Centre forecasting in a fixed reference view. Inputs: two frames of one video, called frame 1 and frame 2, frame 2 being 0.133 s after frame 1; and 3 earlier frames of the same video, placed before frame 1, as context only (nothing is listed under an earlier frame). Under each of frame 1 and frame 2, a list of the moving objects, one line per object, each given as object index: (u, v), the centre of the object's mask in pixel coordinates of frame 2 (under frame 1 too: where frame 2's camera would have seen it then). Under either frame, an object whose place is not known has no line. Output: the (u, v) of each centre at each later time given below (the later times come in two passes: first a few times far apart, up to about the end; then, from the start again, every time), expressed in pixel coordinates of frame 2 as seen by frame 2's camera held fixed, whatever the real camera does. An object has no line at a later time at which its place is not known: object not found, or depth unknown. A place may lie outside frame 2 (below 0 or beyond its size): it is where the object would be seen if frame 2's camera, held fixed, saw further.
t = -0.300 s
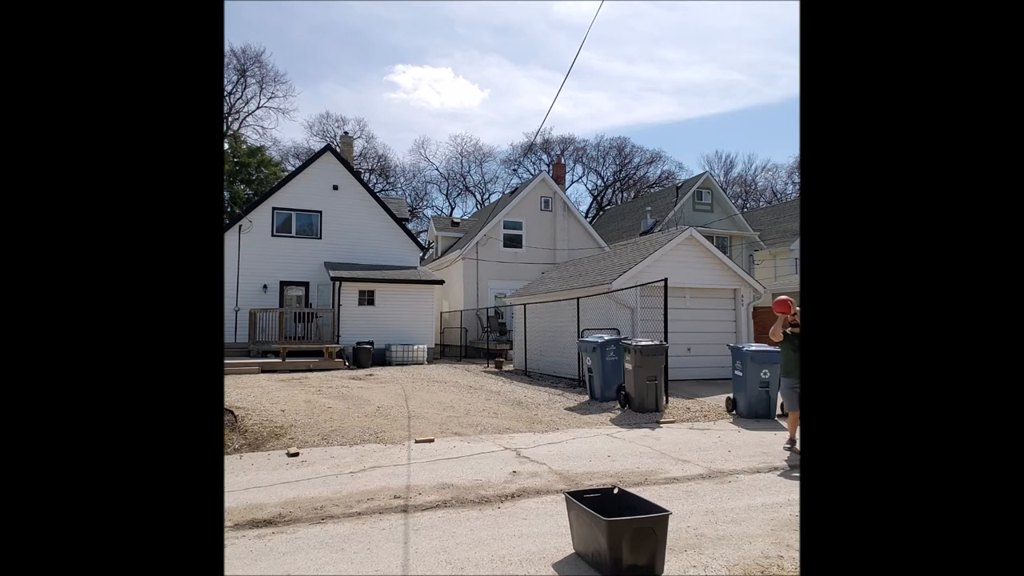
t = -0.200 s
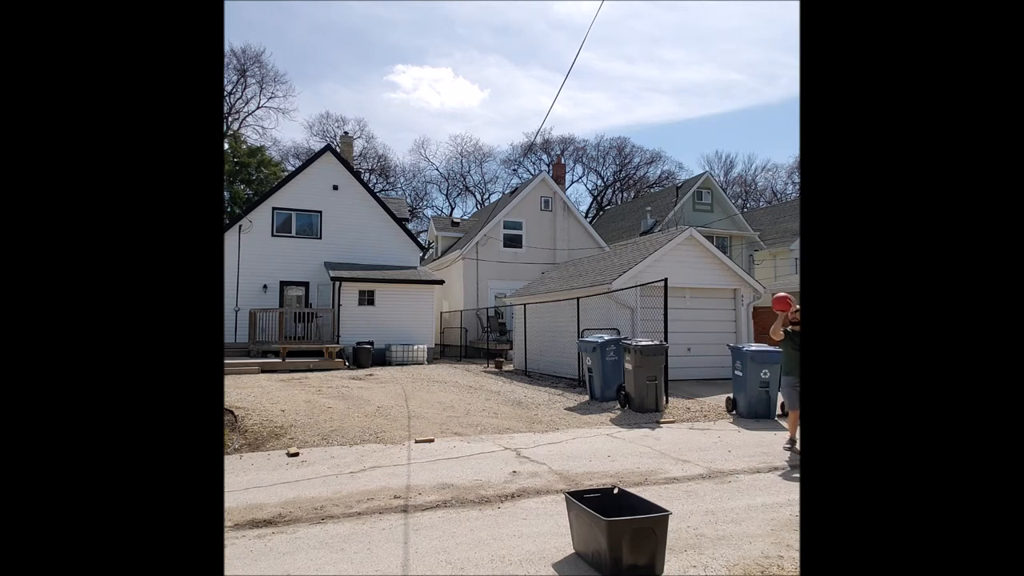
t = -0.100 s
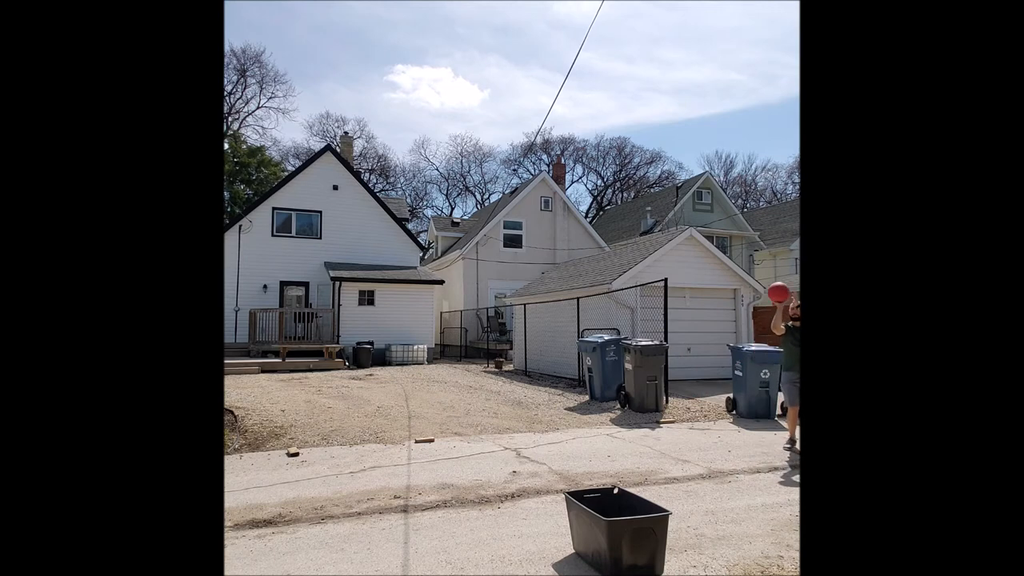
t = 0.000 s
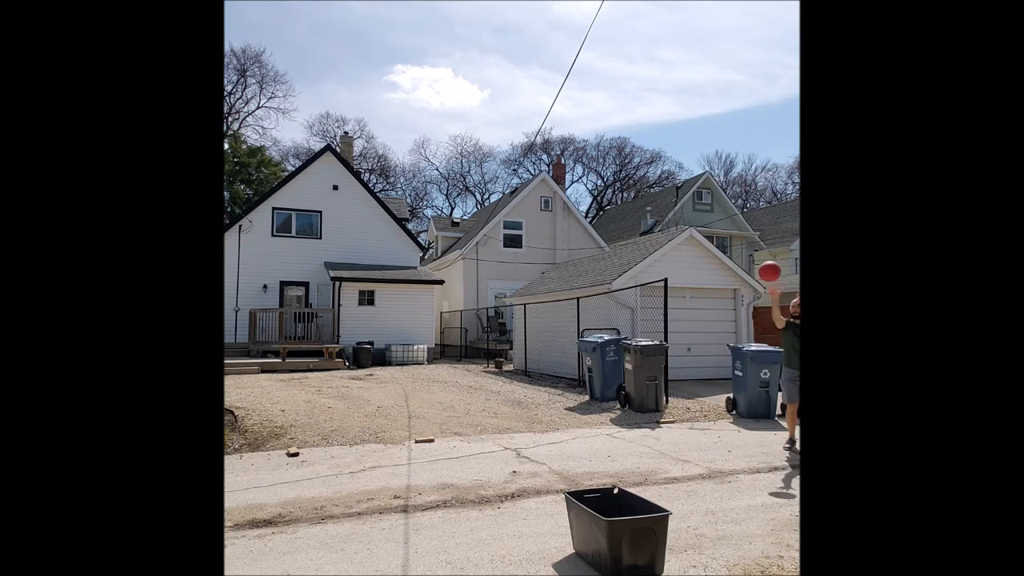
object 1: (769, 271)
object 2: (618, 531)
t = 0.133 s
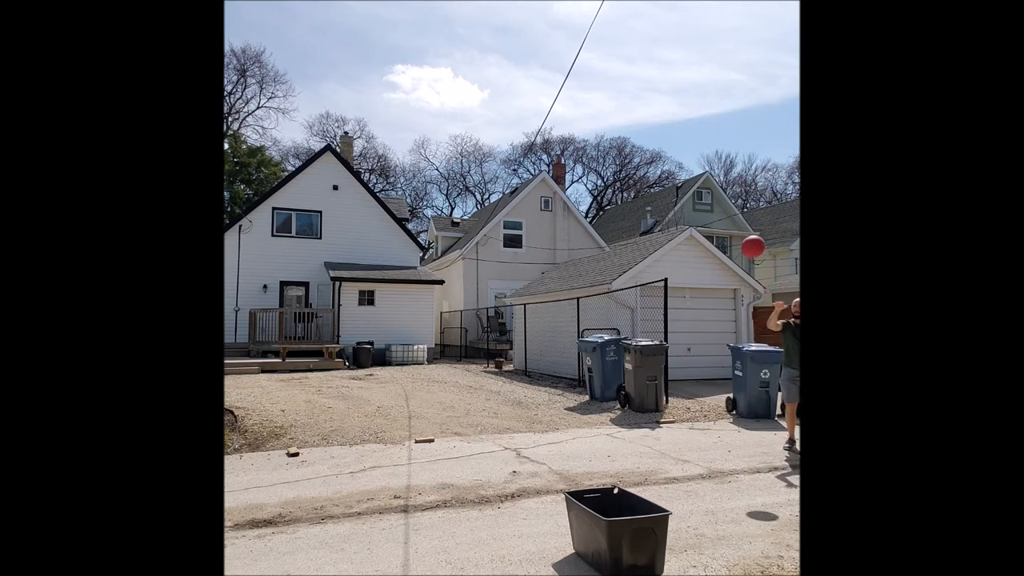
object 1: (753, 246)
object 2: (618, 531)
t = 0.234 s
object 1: (738, 237)
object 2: (618, 531)
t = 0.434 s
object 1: (705, 249)
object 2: (618, 531)
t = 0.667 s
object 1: (653, 336)
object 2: (618, 531)
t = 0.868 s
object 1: (593, 505)
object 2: (617, 531)
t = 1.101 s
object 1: (585, 498)
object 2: (597, 523)
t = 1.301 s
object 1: (530, 516)
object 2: (601, 524)
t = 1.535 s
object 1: (491, 526)
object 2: (605, 530)
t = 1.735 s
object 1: (482, 522)
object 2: (606, 530)
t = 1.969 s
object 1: (467, 534)
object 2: (606, 530)
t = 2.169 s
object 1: (451, 532)
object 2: (606, 530)
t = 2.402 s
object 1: (436, 532)
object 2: (606, 531)
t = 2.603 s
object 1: (426, 545)
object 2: (606, 530)
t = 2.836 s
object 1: (413, 530)
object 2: (606, 530)
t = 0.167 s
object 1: (748, 243)
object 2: (618, 531)
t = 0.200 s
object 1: (743, 240)
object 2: (618, 531)
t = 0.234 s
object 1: (738, 237)
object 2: (618, 531)
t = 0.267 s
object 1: (733, 236)
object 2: (618, 531)
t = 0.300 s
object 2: (618, 531)
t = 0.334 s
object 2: (618, 531)
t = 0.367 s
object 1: (717, 240)
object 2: (618, 531)
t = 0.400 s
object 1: (711, 244)
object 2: (618, 531)
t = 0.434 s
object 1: (705, 249)
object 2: (618, 531)
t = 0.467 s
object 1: (698, 256)
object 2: (618, 531)
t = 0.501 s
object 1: (692, 265)
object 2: (618, 531)
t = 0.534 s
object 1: (685, 275)
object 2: (618, 531)
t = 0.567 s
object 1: (677, 287)
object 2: (618, 531)
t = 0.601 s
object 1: (670, 301)
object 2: (618, 531)
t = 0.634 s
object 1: (662, 317)
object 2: (618, 531)
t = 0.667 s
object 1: (653, 336)
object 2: (618, 531)
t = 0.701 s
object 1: (644, 357)
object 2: (618, 531)
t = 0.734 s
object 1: (635, 382)
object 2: (618, 531)
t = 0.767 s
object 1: (625, 409)
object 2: (618, 531)
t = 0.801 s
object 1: (614, 440)
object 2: (618, 531)
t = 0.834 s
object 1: (603, 475)
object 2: (618, 532)
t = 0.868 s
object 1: (593, 505)
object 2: (617, 531)
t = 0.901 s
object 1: (589, 520)
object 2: (609, 528)
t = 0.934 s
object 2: (601, 526)
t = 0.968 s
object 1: (598, 515)
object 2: (596, 524)
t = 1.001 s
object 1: (602, 504)
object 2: (594, 521)
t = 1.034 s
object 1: (598, 502)
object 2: (595, 521)
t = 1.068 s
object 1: (593, 501)
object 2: (596, 522)
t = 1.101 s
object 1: (585, 498)
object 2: (597, 523)
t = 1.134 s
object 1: (576, 496)
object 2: (606, 530)
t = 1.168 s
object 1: (567, 497)
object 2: (606, 529)
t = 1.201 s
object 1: (558, 498)
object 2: (604, 526)
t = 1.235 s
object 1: (549, 502)
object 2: (604, 525)
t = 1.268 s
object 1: (539, 508)
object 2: (603, 524)
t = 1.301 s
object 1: (530, 516)
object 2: (601, 524)
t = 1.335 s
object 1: (521, 527)
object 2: (599, 524)
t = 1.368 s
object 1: (511, 539)
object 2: (600, 525)
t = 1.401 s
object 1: (502, 553)
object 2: (601, 526)
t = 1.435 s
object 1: (496, 556)
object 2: (602, 528)
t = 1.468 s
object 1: (495, 545)
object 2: (603, 530)
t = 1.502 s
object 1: (493, 535)
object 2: (604, 531)
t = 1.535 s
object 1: (491, 526)
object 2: (605, 530)
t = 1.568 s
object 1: (490, 521)
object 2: (606, 530)
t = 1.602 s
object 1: (488, 517)
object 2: (606, 531)
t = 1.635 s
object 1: (487, 515)
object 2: (606, 530)
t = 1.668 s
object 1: (485, 516)
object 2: (606, 530)
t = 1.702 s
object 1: (484, 518)
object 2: (606, 531)
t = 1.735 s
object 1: (482, 522)
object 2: (606, 530)
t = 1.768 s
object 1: (480, 529)
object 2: (606, 531)
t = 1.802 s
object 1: (478, 538)
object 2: (606, 530)
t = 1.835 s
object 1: (477, 550)
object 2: (606, 530)
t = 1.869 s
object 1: (475, 559)
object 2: (606, 530)
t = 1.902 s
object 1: (472, 551)
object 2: (606, 530)
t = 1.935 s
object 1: (470, 542)
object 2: (606, 530)
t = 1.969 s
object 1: (467, 534)
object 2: (606, 530)
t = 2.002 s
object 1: (464, 528)
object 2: (606, 530)
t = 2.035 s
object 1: (462, 524)
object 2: (606, 530)
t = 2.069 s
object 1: (459, 523)
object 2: (606, 530)
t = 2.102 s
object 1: (456, 524)
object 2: (606, 530)
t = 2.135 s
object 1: (454, 527)
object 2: (606, 530)
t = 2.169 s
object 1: (451, 532)
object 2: (606, 530)
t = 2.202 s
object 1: (448, 539)
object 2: (606, 530)
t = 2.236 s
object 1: (445, 548)
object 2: (606, 530)
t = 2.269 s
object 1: (443, 557)
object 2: (606, 530)
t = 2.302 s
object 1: (441, 553)
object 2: (606, 530)
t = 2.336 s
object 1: (439, 543)
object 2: (606, 530)
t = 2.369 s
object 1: (438, 536)
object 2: (606, 531)
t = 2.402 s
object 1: (436, 532)
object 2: (606, 531)
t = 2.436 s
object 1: (434, 528)
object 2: (606, 530)
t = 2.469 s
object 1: (433, 528)
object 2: (606, 530)
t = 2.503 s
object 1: (431, 529)
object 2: (606, 530)
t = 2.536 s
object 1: (429, 533)
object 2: (606, 530)
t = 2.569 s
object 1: (428, 538)
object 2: (606, 531)
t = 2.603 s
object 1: (426, 545)
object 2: (606, 530)
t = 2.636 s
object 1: (424, 555)
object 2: (606, 531)
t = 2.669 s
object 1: (422, 550)
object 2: (606, 530)
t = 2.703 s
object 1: (421, 542)
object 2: (606, 530)
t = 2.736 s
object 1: (419, 536)
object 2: (606, 531)
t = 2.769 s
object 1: (417, 532)
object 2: (606, 530)
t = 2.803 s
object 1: (415, 530)
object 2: (606, 530)
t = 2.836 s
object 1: (413, 530)
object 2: (606, 530)
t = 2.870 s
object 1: (411, 533)
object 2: (606, 530)
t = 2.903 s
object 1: (410, 537)
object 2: (606, 530)
